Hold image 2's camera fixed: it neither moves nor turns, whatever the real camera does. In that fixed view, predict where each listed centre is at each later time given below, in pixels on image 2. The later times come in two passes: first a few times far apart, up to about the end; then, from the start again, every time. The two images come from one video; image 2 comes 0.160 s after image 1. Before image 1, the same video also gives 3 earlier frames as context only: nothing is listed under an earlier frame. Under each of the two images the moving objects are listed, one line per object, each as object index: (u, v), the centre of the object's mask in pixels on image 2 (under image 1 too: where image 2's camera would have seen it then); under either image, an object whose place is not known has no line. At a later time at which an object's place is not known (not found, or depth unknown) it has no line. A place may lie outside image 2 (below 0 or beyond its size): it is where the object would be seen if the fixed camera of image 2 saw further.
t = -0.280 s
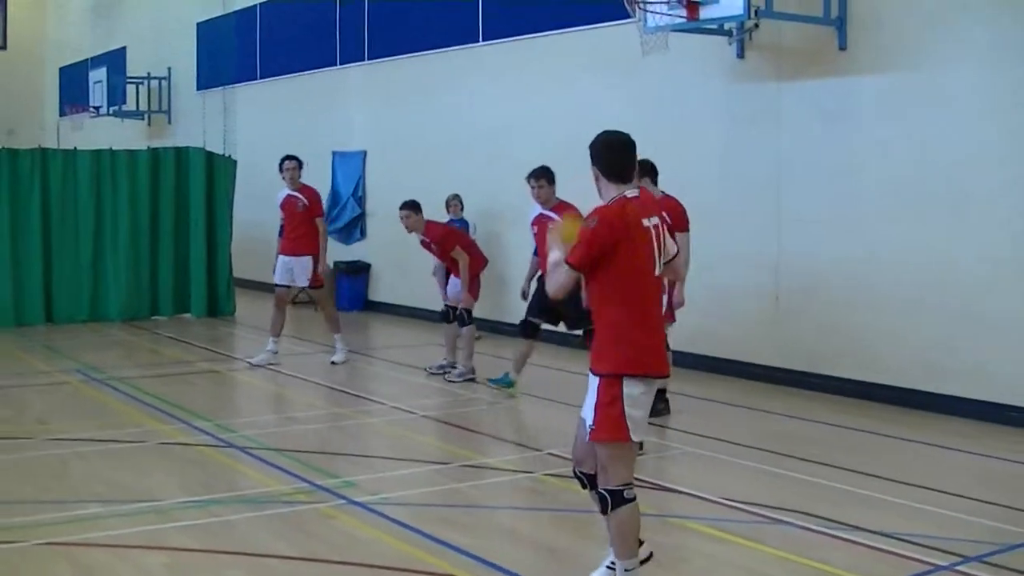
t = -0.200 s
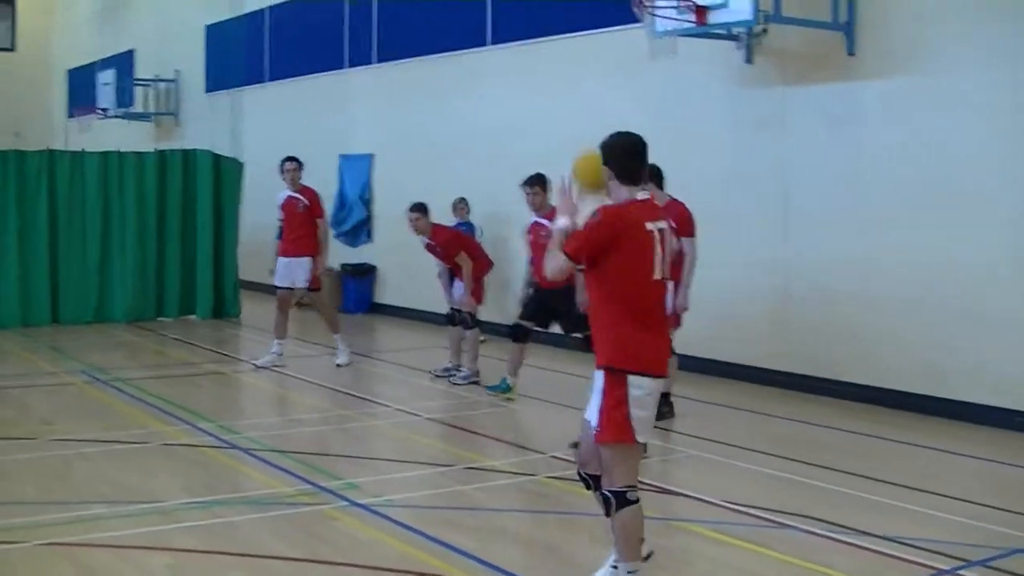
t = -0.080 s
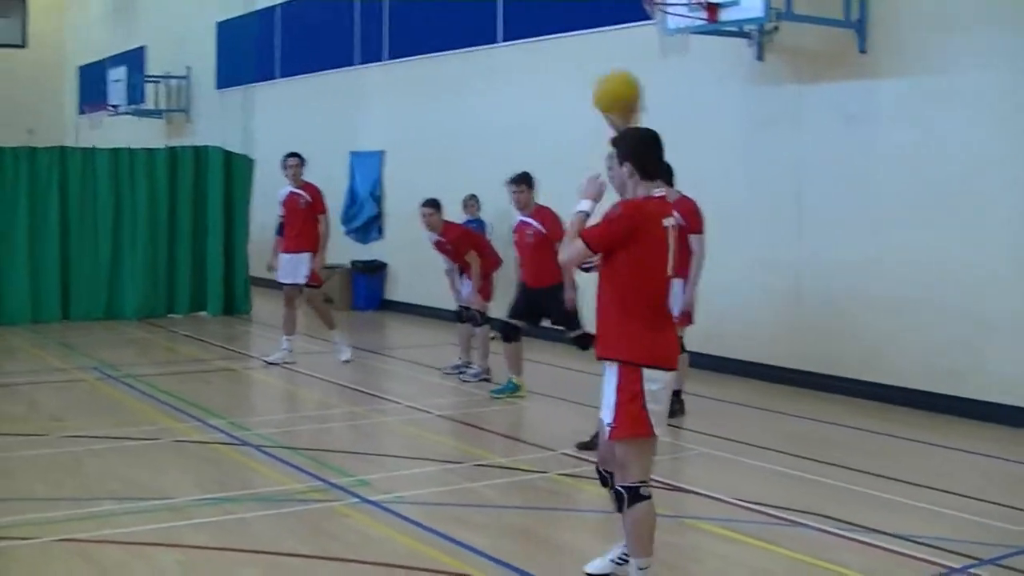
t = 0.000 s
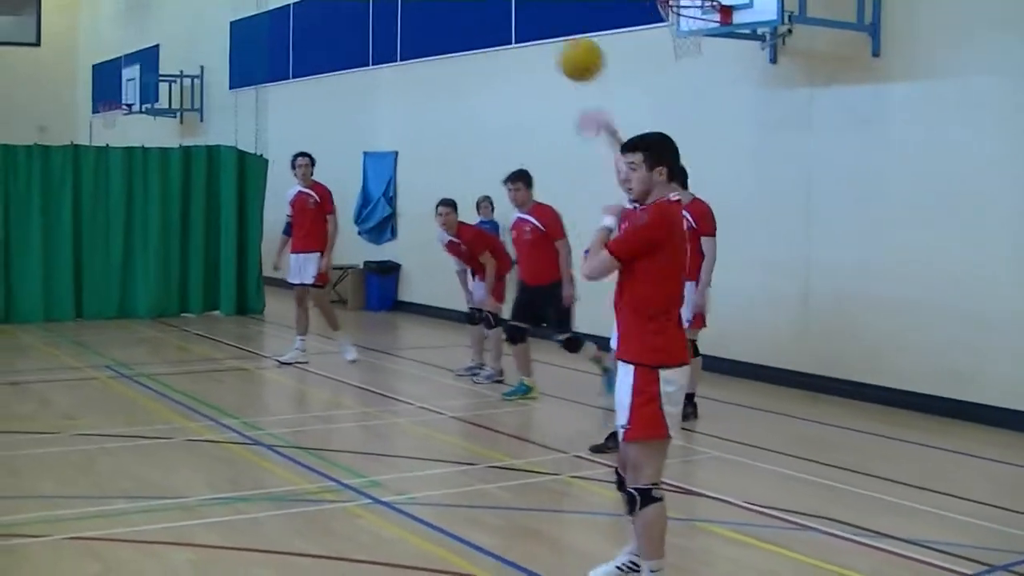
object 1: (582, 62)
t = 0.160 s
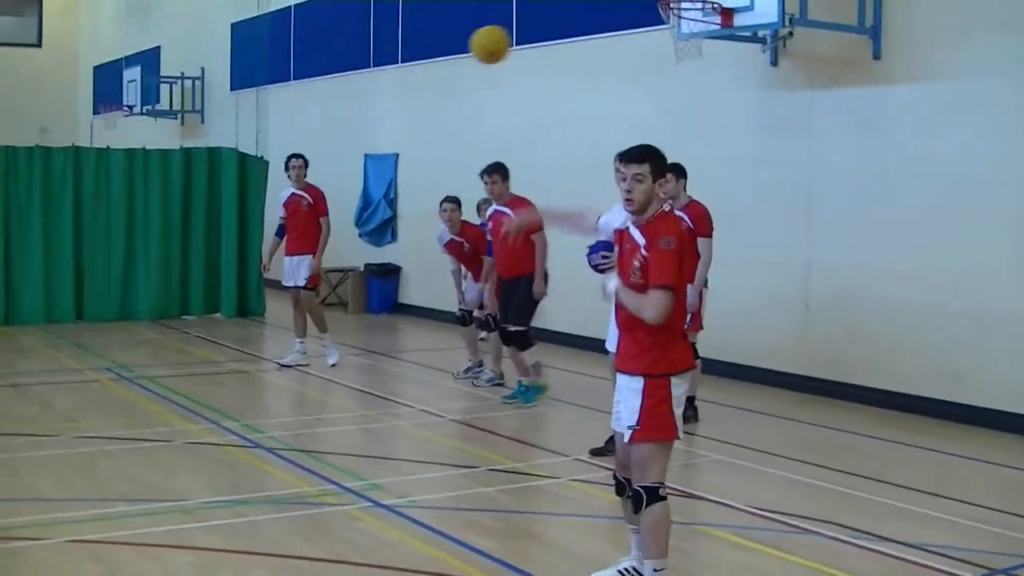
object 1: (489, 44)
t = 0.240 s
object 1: (454, 53)
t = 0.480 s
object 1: (375, 132)
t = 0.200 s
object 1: (470, 48)
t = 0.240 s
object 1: (454, 53)
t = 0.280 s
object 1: (439, 61)
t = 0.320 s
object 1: (424, 73)
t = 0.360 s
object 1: (411, 86)
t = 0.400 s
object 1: (398, 100)
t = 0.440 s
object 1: (386, 116)
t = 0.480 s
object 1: (375, 132)
